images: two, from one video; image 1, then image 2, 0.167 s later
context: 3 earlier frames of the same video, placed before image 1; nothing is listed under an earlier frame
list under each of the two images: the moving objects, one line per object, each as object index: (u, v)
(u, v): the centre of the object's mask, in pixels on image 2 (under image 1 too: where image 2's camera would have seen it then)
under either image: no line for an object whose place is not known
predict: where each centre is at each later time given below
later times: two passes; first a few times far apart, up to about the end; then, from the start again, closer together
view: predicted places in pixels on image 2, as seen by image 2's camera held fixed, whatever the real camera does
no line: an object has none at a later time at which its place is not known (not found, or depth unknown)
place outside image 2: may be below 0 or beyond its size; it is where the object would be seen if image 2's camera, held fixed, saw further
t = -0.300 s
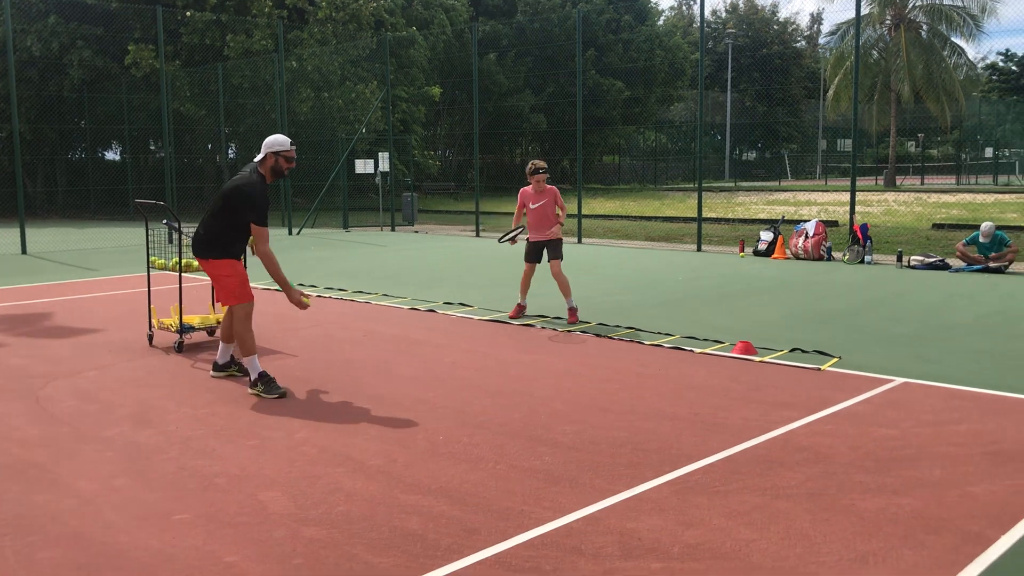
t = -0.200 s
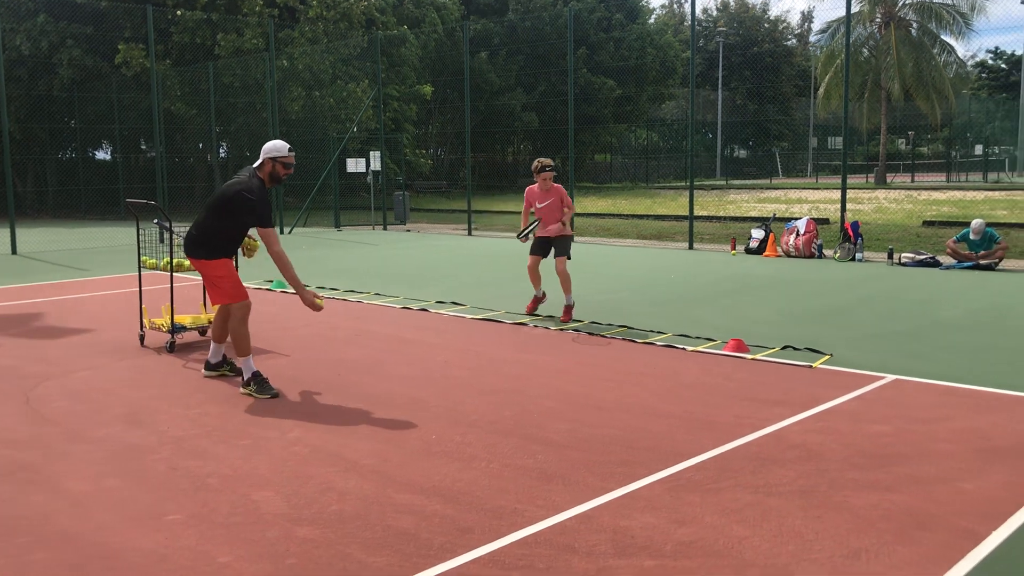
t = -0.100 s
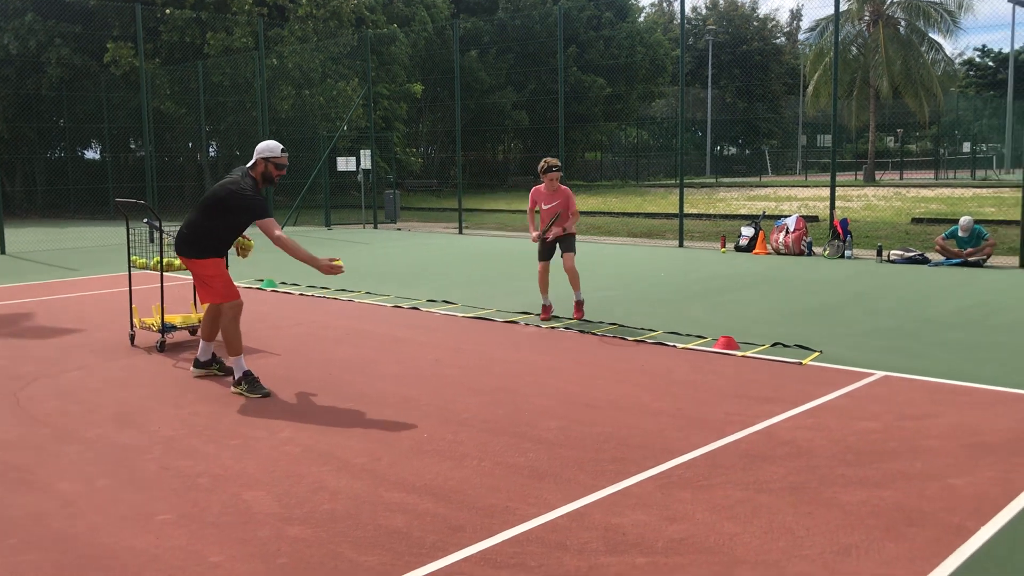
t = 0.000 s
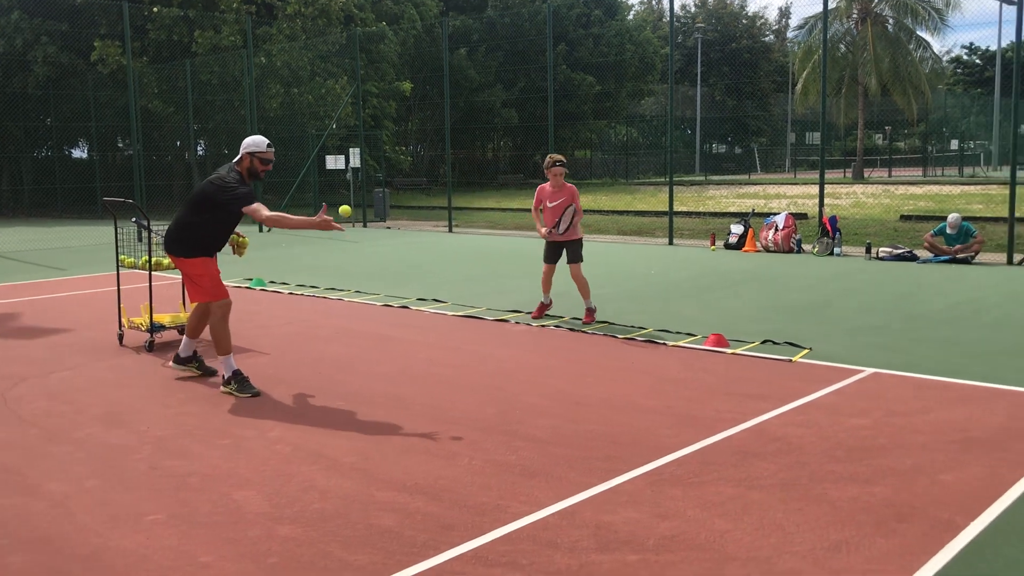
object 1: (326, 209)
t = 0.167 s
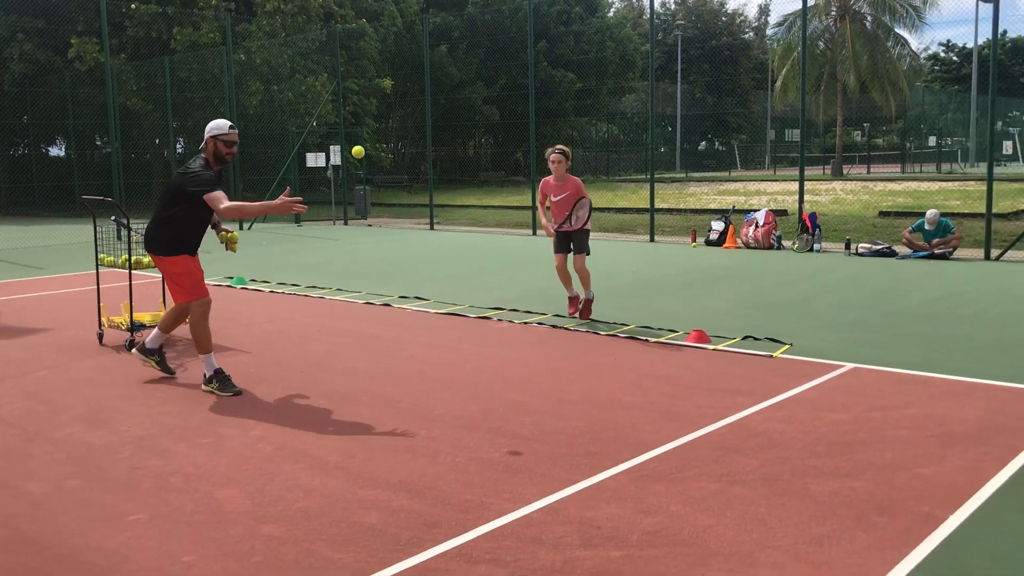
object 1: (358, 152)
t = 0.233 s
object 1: (372, 142)
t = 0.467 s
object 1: (427, 175)
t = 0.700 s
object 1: (486, 311)
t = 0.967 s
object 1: (539, 333)
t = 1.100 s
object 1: (562, 277)
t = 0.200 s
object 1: (365, 146)
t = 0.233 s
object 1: (372, 142)
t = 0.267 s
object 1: (380, 141)
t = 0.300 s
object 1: (387, 141)
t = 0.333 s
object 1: (395, 143)
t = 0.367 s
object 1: (403, 148)
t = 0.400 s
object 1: (411, 155)
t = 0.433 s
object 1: (419, 164)
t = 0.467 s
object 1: (427, 175)
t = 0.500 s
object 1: (436, 188)
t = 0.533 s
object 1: (444, 203)
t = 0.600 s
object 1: (461, 240)
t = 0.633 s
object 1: (469, 262)
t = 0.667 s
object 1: (478, 285)
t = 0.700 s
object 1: (486, 311)
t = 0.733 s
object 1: (493, 339)
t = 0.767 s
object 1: (501, 369)
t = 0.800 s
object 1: (509, 402)
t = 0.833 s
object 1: (516, 419)
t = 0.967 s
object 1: (539, 333)
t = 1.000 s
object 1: (545, 316)
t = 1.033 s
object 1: (551, 301)
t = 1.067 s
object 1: (556, 288)
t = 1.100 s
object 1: (562, 277)
